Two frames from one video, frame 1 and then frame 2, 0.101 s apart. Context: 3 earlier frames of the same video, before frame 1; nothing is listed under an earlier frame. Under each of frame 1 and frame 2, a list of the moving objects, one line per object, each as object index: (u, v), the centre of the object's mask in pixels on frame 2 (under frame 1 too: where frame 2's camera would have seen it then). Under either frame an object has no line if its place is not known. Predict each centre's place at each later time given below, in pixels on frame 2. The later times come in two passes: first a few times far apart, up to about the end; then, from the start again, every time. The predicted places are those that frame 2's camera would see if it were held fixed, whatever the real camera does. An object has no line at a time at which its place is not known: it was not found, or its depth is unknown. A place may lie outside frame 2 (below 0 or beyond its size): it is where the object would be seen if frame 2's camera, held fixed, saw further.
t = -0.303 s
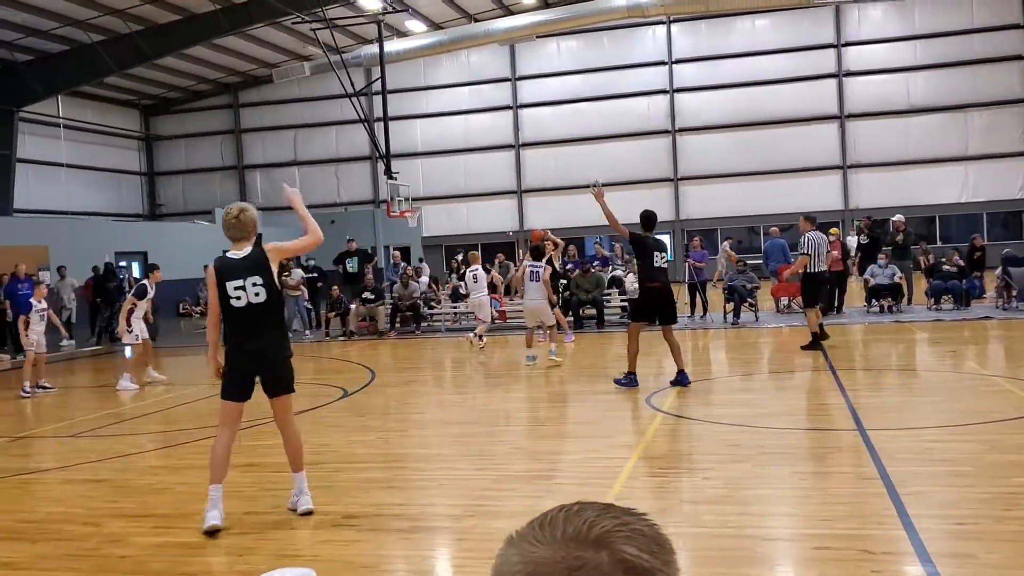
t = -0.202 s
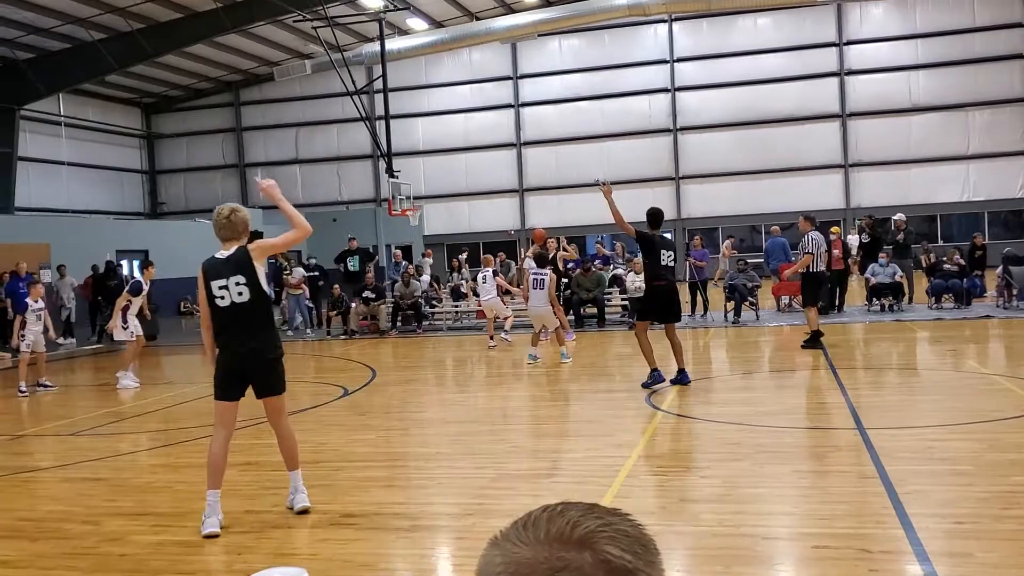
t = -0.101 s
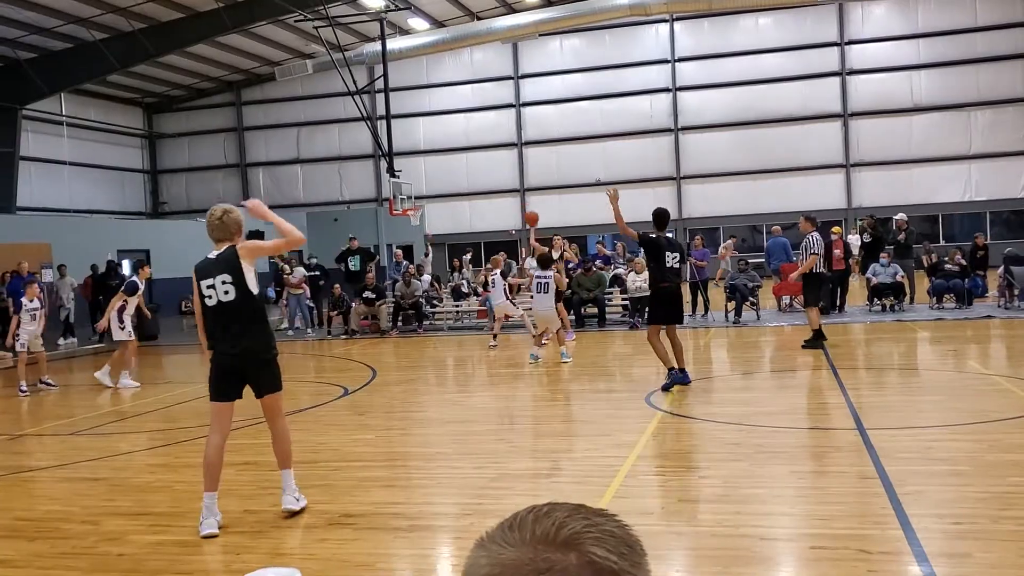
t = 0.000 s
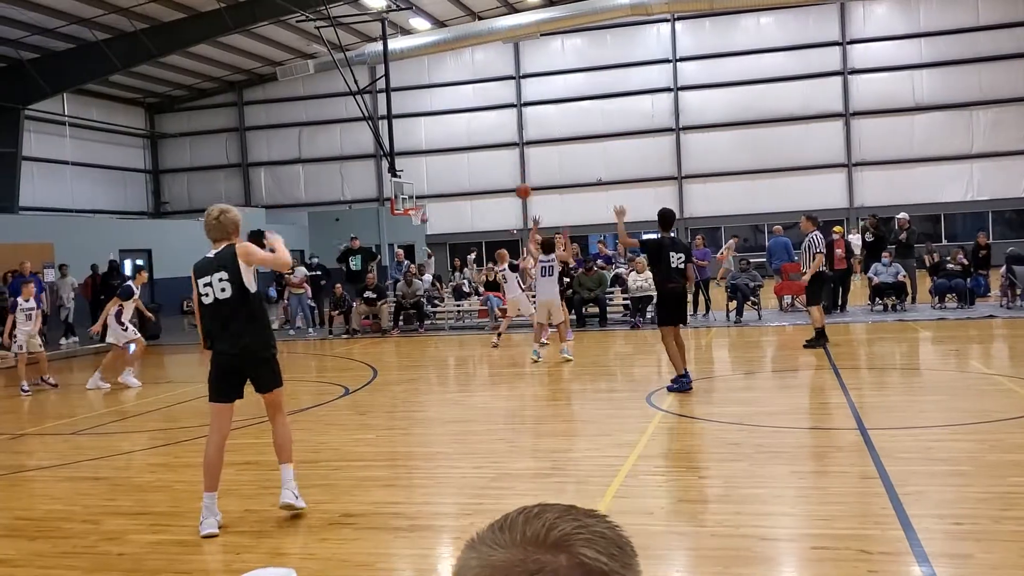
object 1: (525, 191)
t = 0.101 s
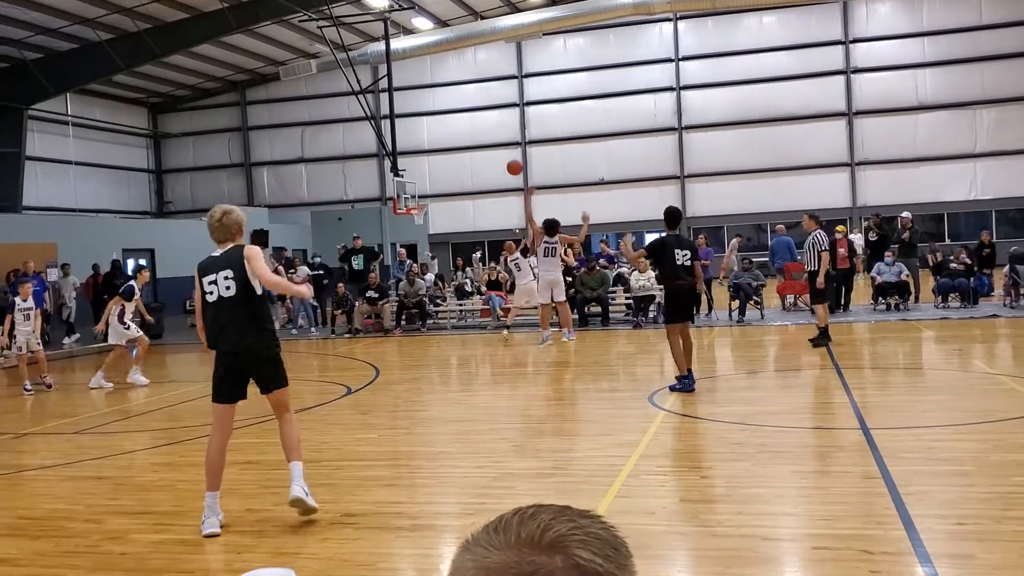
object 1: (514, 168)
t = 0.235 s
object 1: (498, 143)
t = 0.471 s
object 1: (464, 123)
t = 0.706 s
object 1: (420, 149)
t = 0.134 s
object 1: (511, 160)
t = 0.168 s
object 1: (507, 153)
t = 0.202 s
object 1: (503, 148)
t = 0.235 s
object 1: (498, 143)
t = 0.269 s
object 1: (494, 137)
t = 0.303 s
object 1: (489, 133)
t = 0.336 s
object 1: (485, 130)
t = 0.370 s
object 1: (480, 127)
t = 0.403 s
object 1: (475, 124)
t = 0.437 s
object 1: (470, 123)
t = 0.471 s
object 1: (464, 123)
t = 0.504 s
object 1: (459, 123)
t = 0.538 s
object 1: (453, 124)
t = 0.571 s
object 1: (447, 127)
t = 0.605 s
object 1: (441, 130)
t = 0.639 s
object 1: (434, 135)
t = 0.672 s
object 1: (427, 142)
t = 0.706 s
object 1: (420, 149)
